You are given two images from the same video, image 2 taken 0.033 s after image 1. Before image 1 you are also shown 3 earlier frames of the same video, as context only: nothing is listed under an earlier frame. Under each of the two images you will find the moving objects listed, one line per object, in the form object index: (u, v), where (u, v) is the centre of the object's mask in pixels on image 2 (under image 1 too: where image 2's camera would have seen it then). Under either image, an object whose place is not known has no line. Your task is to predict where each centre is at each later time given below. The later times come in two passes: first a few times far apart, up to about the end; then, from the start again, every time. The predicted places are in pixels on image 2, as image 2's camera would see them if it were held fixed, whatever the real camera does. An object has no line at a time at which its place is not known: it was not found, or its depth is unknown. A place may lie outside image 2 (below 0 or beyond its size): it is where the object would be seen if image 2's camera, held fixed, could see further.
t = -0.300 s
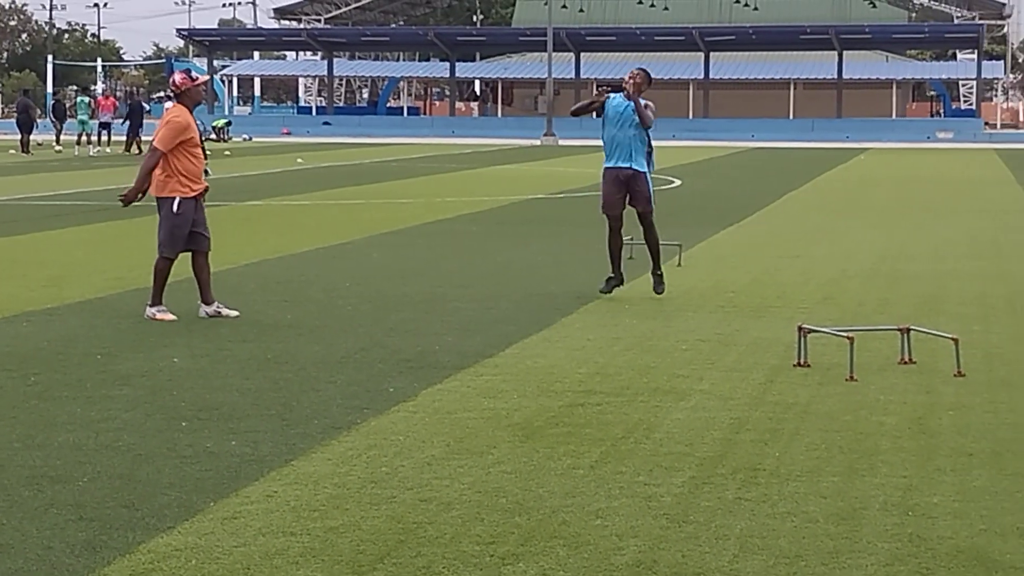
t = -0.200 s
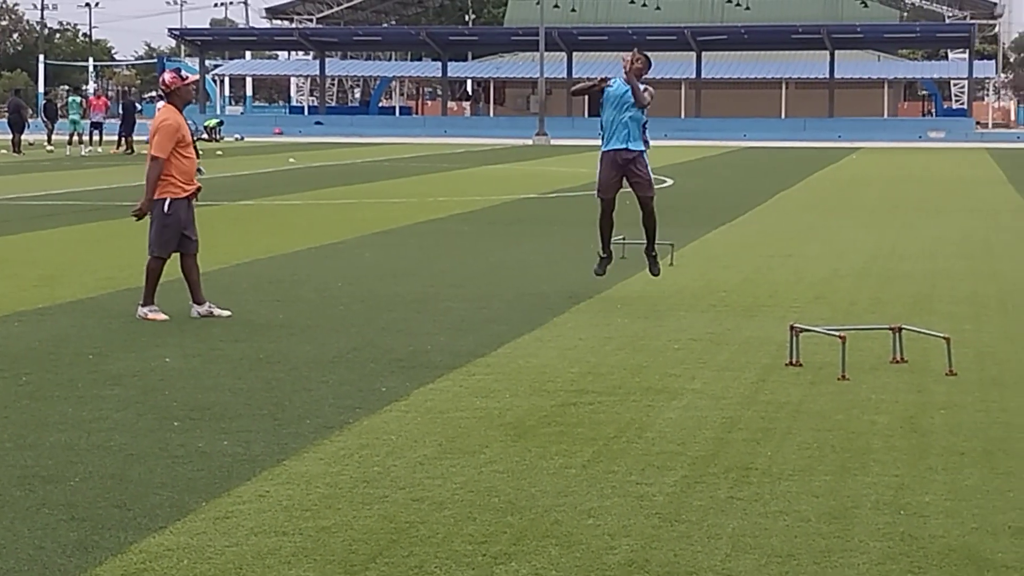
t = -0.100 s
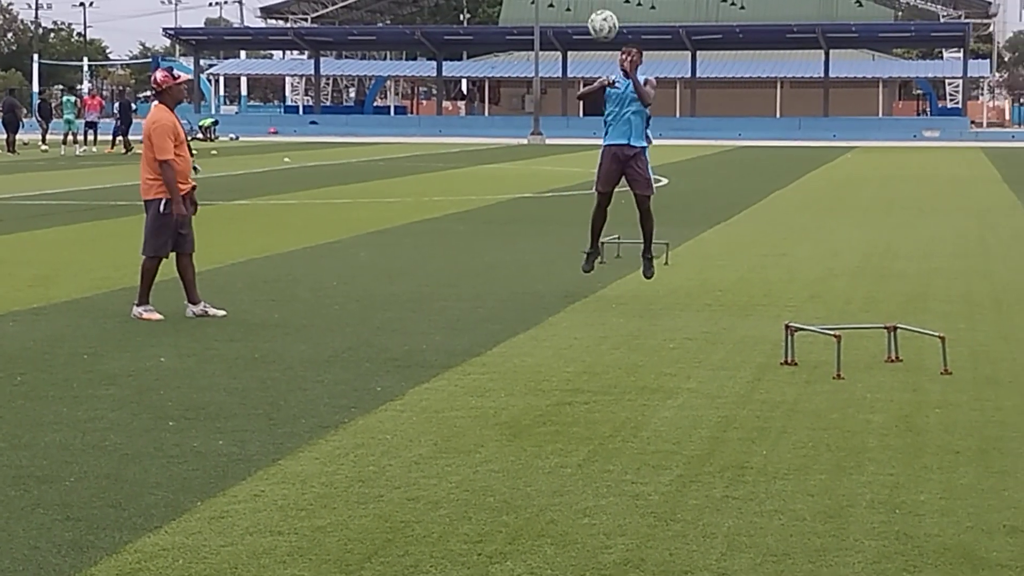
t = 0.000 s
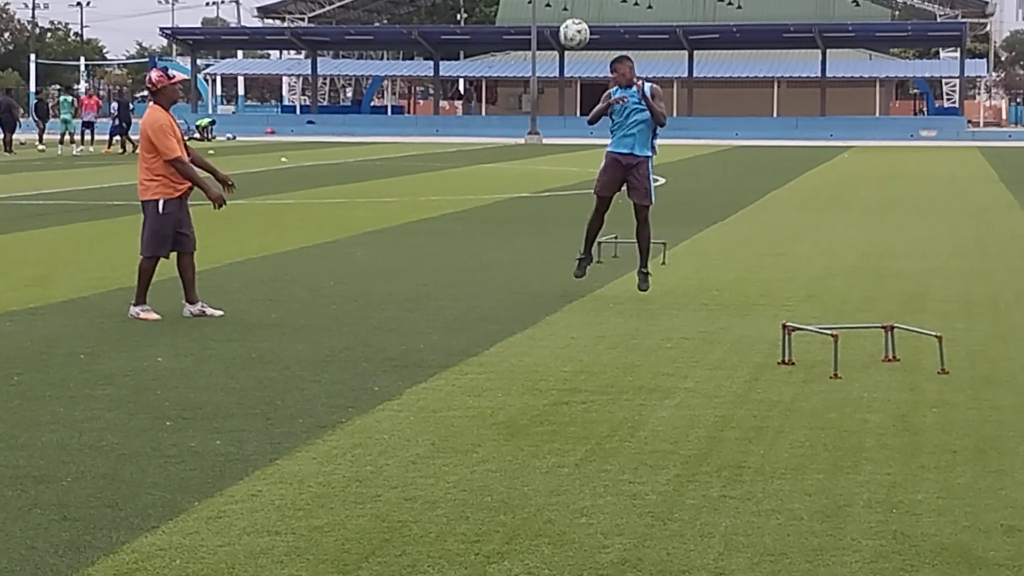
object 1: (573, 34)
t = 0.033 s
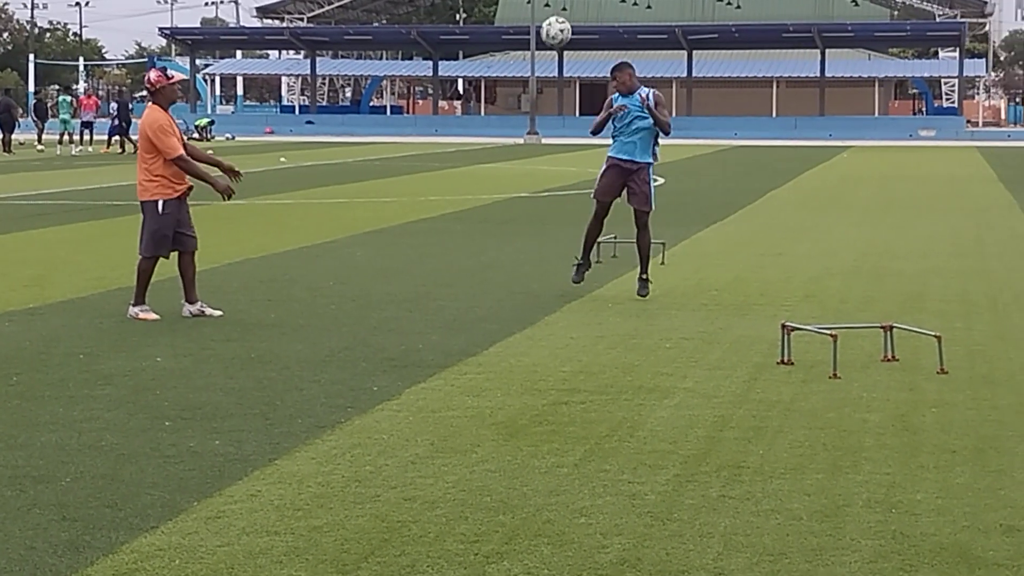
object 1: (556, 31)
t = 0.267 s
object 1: (432, 54)
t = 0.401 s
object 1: (361, 101)
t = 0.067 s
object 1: (538, 30)
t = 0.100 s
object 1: (521, 31)
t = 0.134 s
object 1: (504, 33)
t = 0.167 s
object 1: (486, 36)
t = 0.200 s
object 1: (469, 40)
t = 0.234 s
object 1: (451, 46)
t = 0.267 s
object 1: (432, 54)
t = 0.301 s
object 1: (415, 64)
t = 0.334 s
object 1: (396, 74)
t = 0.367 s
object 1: (378, 88)
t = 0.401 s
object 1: (361, 101)
